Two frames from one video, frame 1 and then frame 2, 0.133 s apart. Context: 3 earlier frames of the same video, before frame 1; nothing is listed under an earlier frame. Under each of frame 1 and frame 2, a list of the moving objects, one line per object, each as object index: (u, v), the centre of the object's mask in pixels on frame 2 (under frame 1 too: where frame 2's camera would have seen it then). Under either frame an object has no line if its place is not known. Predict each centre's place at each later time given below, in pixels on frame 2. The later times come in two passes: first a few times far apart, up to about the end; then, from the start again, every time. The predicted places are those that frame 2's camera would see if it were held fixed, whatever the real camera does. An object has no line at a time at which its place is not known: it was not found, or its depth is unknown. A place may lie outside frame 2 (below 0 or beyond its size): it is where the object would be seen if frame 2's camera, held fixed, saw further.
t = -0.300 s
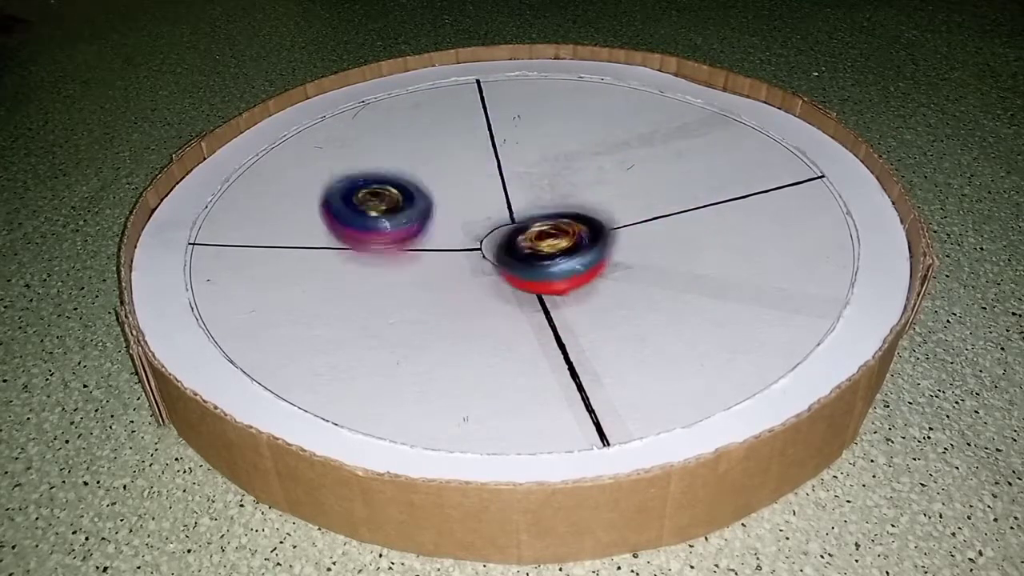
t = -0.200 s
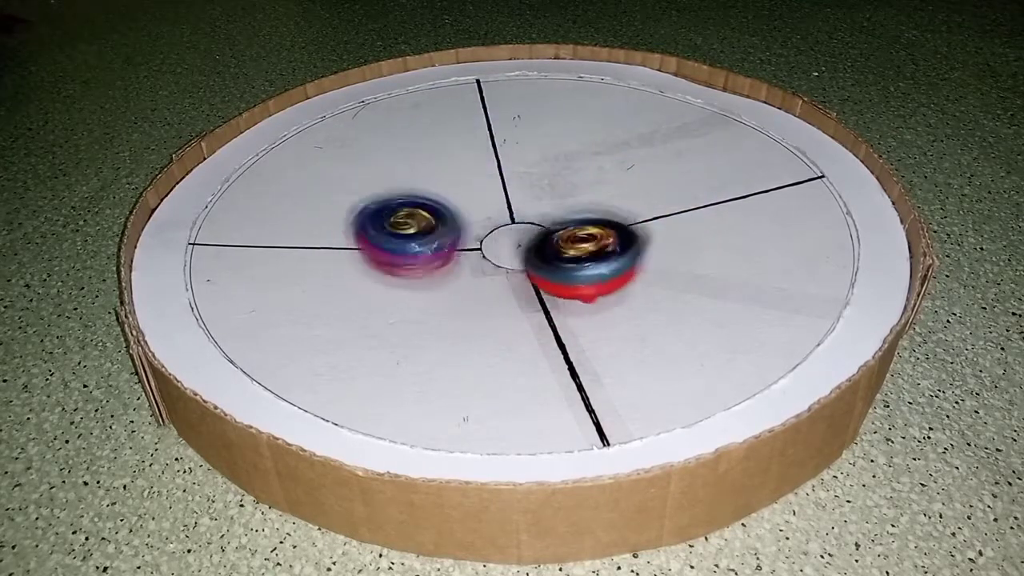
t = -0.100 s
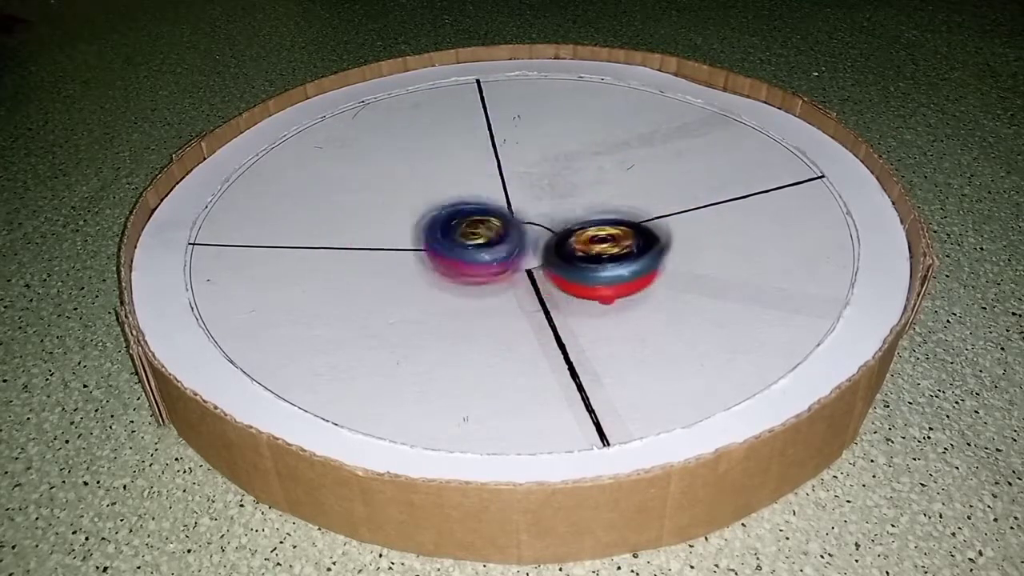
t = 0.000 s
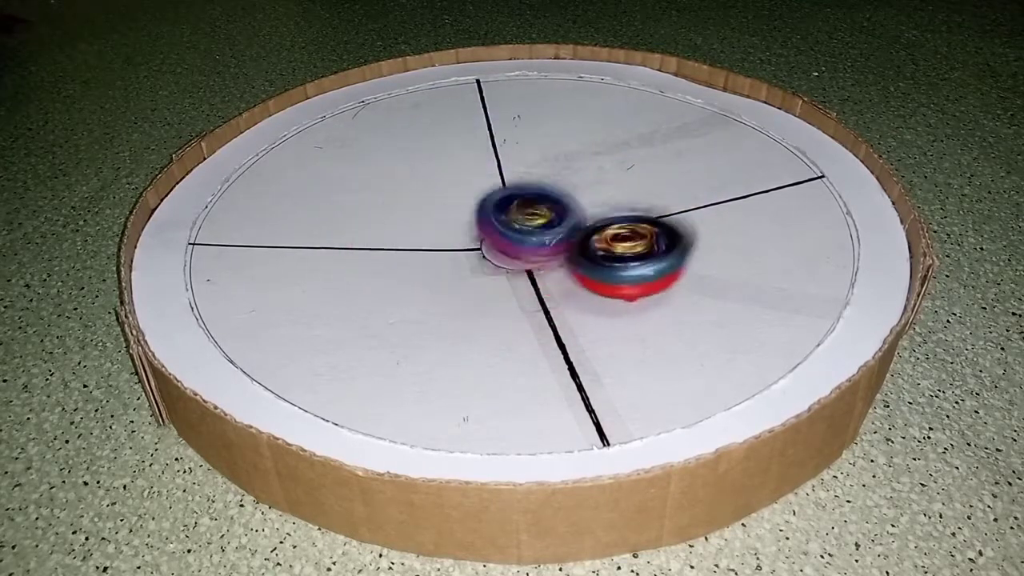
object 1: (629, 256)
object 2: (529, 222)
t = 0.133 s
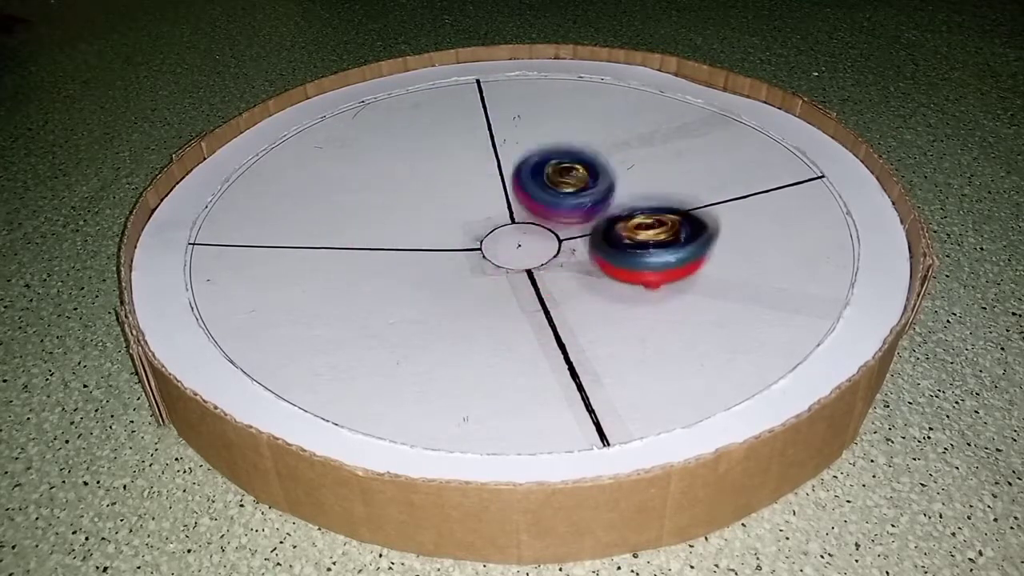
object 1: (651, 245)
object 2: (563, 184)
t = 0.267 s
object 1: (631, 224)
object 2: (559, 148)
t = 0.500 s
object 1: (572, 198)
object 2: (506, 141)
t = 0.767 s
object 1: (531, 221)
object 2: (433, 153)
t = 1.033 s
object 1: (538, 245)
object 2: (451, 198)
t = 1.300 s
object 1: (574, 278)
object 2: (475, 157)
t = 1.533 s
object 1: (531, 292)
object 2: (506, 168)
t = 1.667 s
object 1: (500, 283)
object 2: (544, 185)
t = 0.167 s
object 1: (649, 239)
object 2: (566, 174)
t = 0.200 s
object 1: (645, 234)
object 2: (566, 164)
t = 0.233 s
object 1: (638, 229)
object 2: (564, 155)
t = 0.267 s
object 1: (631, 224)
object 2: (559, 148)
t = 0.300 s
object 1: (622, 219)
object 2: (552, 142)
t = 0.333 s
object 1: (614, 214)
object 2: (544, 139)
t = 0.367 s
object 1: (605, 210)
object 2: (538, 137)
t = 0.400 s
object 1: (595, 206)
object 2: (531, 138)
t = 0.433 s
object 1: (586, 202)
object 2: (523, 139)
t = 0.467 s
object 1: (577, 198)
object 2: (516, 142)
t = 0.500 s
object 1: (572, 198)
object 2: (506, 141)
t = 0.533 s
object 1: (565, 200)
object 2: (494, 140)
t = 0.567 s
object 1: (558, 201)
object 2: (484, 140)
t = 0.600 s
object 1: (552, 201)
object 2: (474, 143)
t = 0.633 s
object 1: (544, 202)
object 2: (466, 147)
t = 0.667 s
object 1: (535, 202)
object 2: (459, 152)
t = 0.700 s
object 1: (533, 208)
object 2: (450, 152)
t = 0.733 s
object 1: (533, 214)
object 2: (441, 151)
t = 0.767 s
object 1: (531, 221)
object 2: (433, 153)
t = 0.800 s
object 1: (527, 227)
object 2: (428, 155)
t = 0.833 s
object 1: (525, 232)
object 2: (425, 159)
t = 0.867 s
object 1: (528, 235)
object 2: (423, 162)
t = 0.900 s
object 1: (530, 239)
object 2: (424, 169)
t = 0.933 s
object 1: (533, 242)
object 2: (427, 174)
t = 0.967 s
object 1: (536, 245)
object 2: (432, 183)
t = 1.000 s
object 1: (537, 245)
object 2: (440, 190)
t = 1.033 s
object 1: (538, 245)
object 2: (451, 198)
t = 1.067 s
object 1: (545, 250)
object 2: (459, 198)
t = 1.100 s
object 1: (558, 254)
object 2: (462, 191)
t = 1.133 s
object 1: (563, 258)
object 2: (463, 183)
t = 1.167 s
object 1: (568, 262)
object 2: (466, 176)
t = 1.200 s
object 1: (572, 265)
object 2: (468, 171)
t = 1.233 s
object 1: (574, 270)
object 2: (471, 166)
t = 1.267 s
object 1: (575, 274)
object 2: (473, 161)
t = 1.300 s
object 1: (574, 278)
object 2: (475, 157)
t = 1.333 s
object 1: (571, 282)
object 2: (477, 156)
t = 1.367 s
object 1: (567, 285)
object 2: (480, 156)
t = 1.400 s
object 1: (562, 288)
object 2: (485, 156)
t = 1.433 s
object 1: (555, 290)
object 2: (489, 158)
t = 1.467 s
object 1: (549, 291)
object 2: (494, 160)
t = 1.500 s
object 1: (541, 293)
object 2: (499, 163)
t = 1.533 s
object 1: (531, 292)
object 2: (506, 168)
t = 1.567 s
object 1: (522, 291)
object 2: (514, 173)
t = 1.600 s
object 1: (514, 289)
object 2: (523, 177)
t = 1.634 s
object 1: (506, 286)
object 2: (534, 181)
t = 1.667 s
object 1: (500, 283)
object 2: (544, 185)
